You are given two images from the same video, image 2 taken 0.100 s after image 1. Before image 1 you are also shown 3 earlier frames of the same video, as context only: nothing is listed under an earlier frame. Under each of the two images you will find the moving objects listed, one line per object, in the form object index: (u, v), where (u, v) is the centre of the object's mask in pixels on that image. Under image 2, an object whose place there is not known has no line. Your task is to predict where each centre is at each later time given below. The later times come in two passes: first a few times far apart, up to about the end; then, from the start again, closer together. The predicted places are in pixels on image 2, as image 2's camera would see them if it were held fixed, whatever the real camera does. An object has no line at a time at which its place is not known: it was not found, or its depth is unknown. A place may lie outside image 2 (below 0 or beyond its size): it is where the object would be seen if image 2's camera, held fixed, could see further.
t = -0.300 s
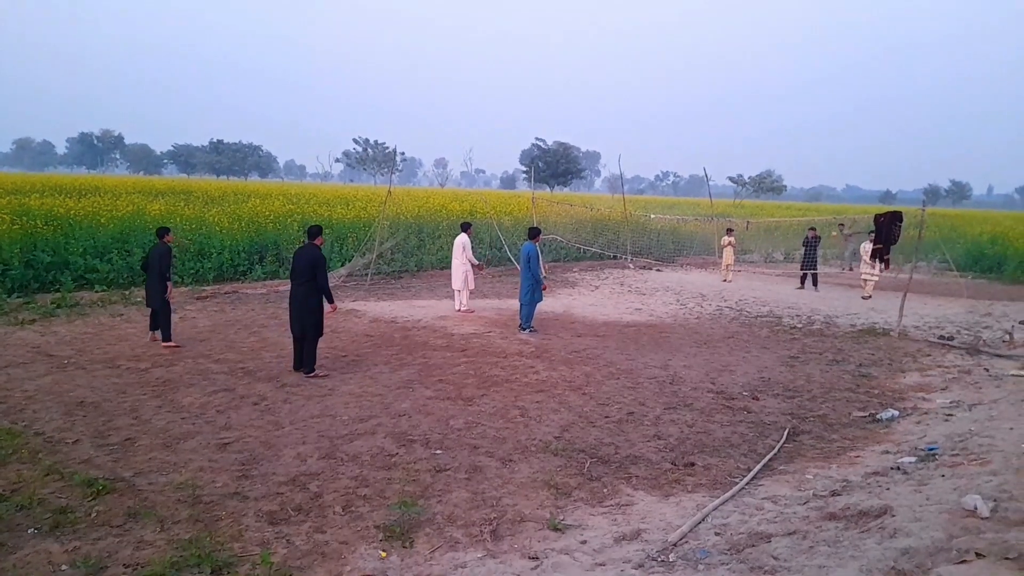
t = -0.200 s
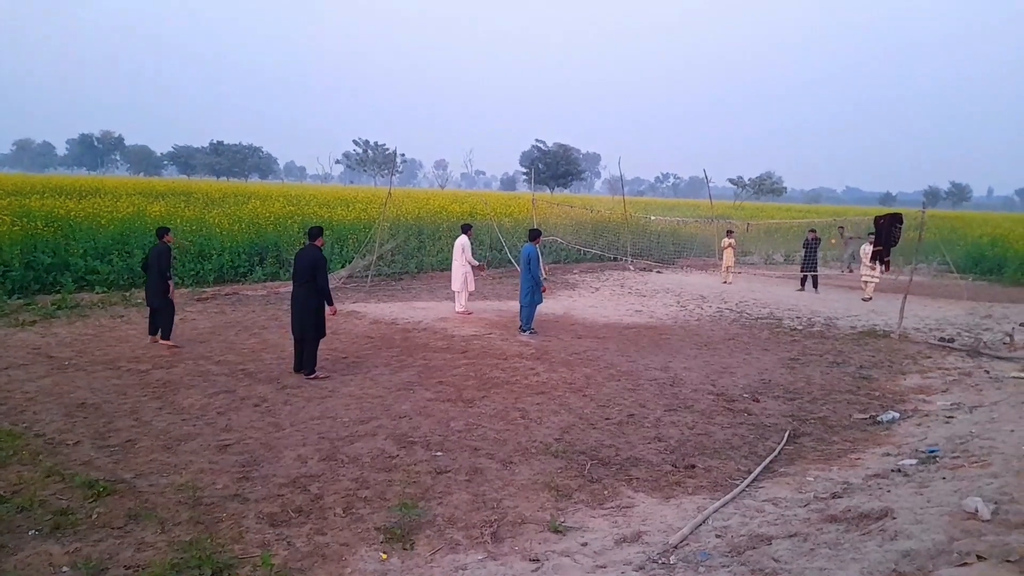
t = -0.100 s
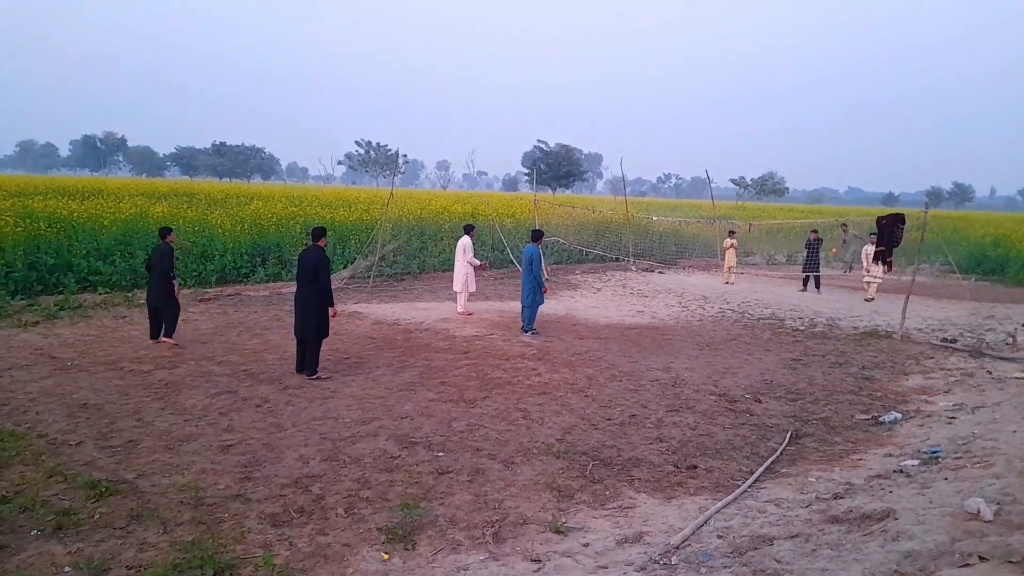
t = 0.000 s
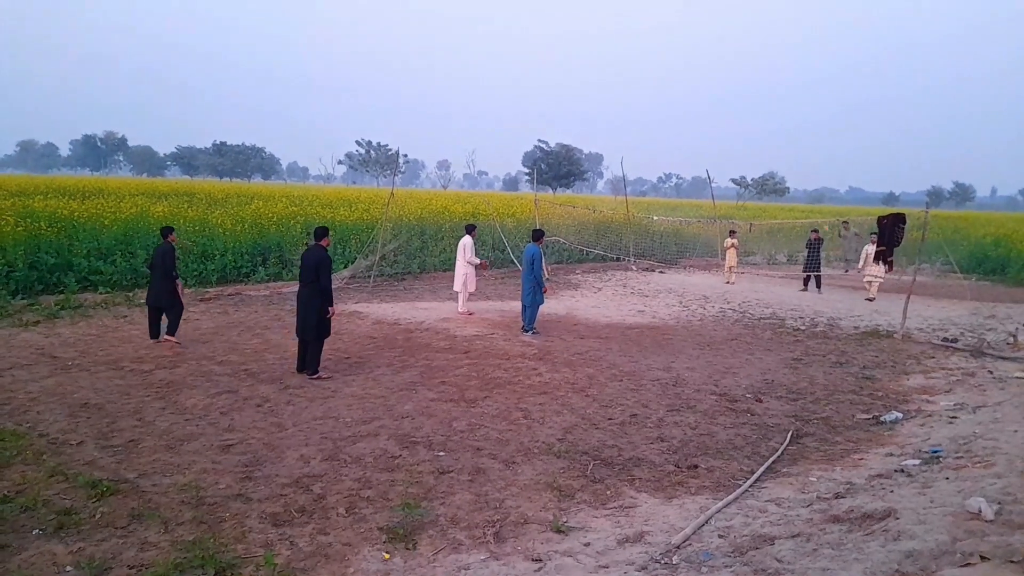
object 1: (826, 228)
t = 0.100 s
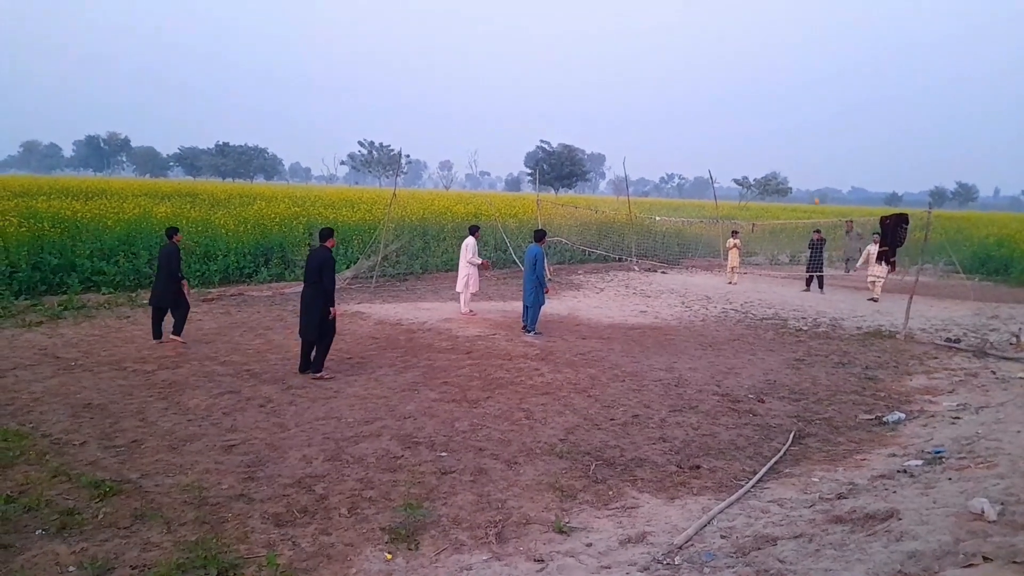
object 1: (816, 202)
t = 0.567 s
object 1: (733, 88)
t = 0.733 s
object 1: (694, 68)
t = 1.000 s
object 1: (623, 65)
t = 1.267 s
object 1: (542, 110)
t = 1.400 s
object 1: (499, 153)
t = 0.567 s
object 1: (733, 88)
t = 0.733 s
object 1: (694, 68)
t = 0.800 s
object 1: (678, 63)
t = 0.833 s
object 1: (669, 62)
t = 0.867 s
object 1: (660, 62)
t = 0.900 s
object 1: (651, 62)
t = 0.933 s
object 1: (642, 61)
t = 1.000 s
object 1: (623, 65)
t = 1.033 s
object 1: (613, 68)
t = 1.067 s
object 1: (604, 71)
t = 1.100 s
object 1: (593, 75)
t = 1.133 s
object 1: (583, 80)
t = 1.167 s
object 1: (573, 86)
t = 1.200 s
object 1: (563, 93)
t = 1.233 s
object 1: (552, 101)
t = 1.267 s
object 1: (542, 110)
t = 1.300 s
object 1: (532, 119)
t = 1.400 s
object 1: (499, 153)
